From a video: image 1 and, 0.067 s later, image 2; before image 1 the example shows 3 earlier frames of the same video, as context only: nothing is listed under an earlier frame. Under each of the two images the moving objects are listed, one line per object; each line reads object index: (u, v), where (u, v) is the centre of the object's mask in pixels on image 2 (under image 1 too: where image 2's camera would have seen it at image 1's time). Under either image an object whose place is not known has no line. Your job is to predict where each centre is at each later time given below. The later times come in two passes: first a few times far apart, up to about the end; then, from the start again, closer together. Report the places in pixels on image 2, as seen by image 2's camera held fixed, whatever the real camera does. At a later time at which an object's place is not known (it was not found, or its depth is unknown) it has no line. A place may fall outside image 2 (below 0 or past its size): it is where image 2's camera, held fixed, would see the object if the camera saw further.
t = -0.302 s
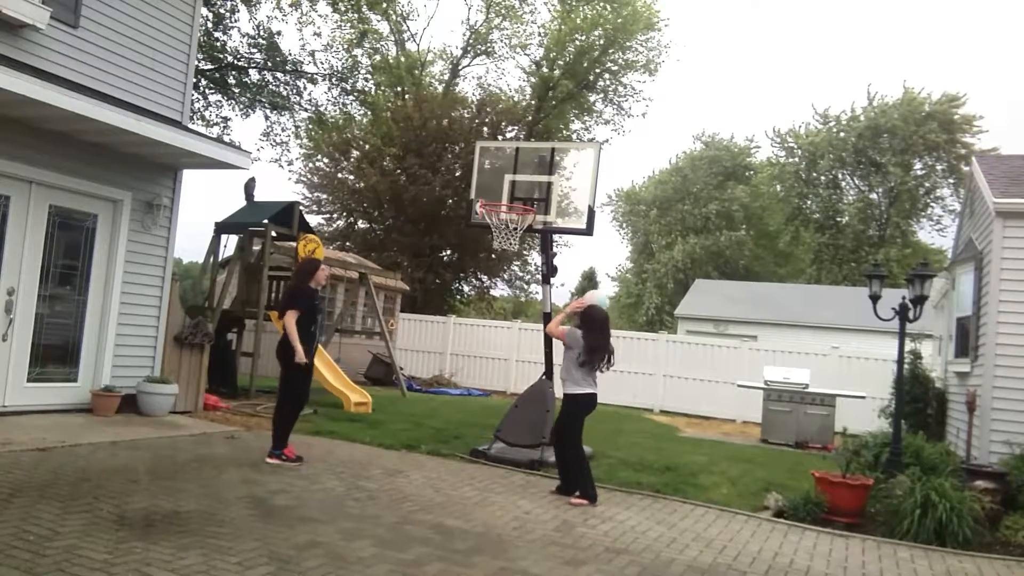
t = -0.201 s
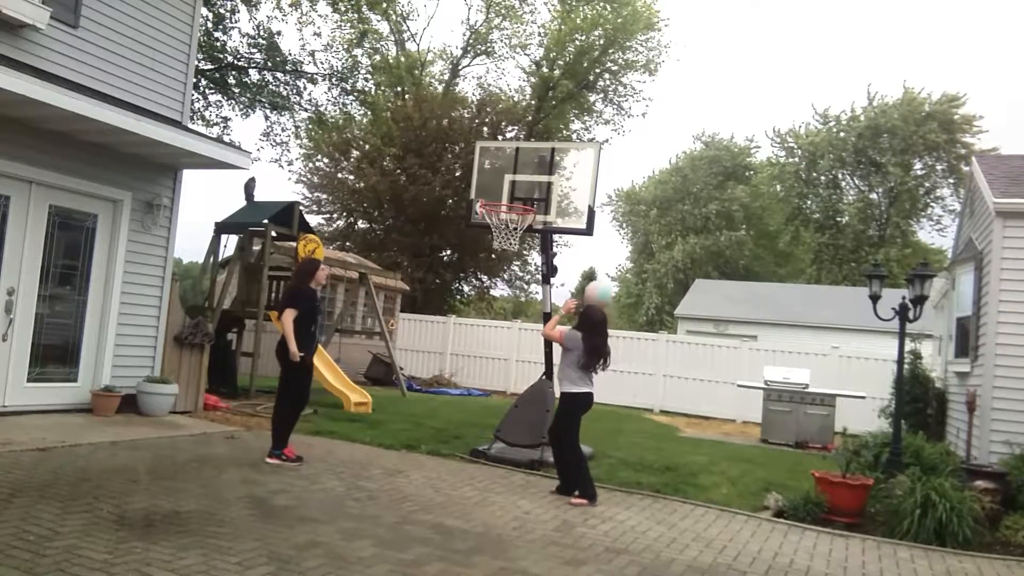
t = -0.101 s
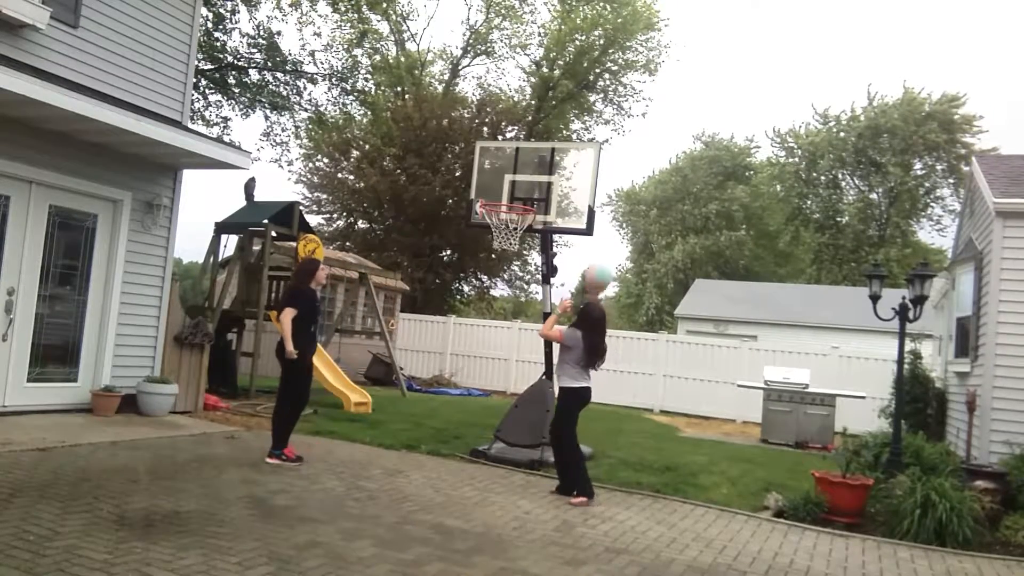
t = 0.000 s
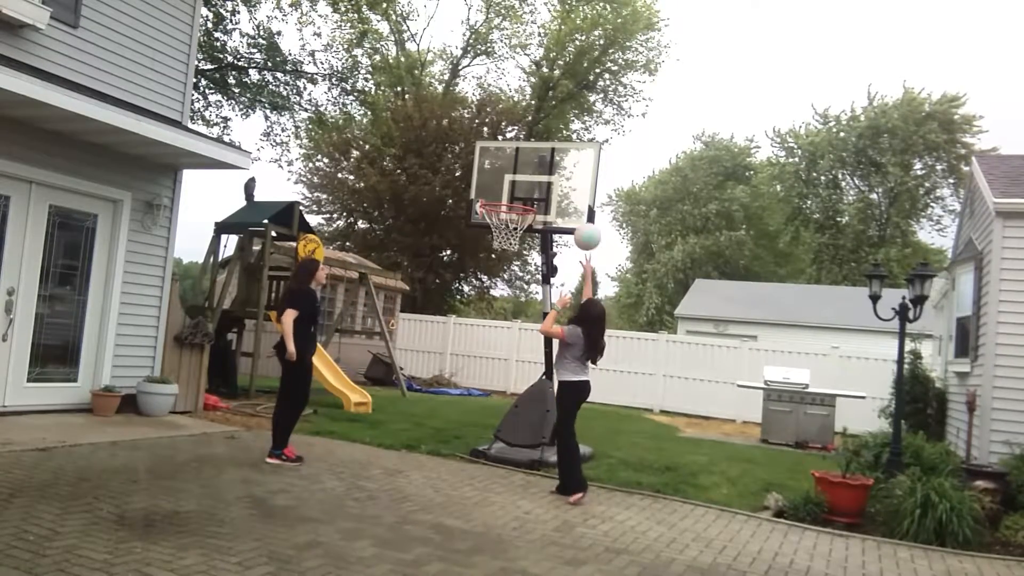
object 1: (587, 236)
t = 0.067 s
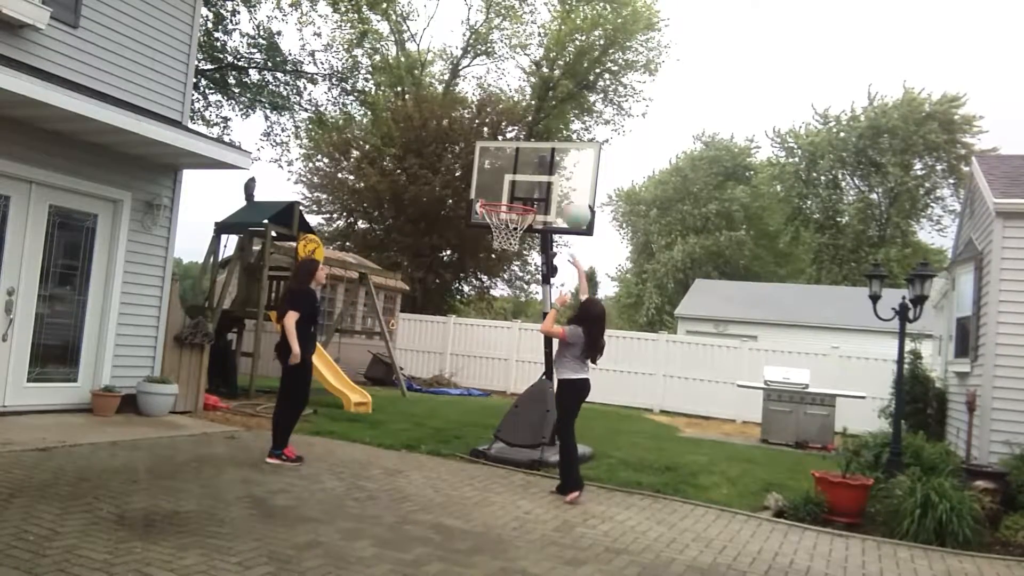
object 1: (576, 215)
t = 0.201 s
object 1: (555, 189)
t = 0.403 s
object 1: (523, 187)
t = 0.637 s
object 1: (498, 229)
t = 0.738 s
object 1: (500, 245)
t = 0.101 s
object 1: (572, 207)
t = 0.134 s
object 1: (567, 200)
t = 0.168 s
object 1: (561, 193)
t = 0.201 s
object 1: (555, 189)
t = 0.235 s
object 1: (550, 185)
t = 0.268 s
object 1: (545, 183)
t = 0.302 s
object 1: (539, 183)
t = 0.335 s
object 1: (534, 183)
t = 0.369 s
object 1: (529, 184)
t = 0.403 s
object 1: (523, 187)
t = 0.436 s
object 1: (519, 192)
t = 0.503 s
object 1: (507, 203)
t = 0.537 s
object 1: (502, 210)
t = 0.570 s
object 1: (501, 215)
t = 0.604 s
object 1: (499, 223)
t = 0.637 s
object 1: (498, 229)
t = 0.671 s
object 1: (497, 236)
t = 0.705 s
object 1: (499, 240)
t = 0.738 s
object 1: (500, 245)
